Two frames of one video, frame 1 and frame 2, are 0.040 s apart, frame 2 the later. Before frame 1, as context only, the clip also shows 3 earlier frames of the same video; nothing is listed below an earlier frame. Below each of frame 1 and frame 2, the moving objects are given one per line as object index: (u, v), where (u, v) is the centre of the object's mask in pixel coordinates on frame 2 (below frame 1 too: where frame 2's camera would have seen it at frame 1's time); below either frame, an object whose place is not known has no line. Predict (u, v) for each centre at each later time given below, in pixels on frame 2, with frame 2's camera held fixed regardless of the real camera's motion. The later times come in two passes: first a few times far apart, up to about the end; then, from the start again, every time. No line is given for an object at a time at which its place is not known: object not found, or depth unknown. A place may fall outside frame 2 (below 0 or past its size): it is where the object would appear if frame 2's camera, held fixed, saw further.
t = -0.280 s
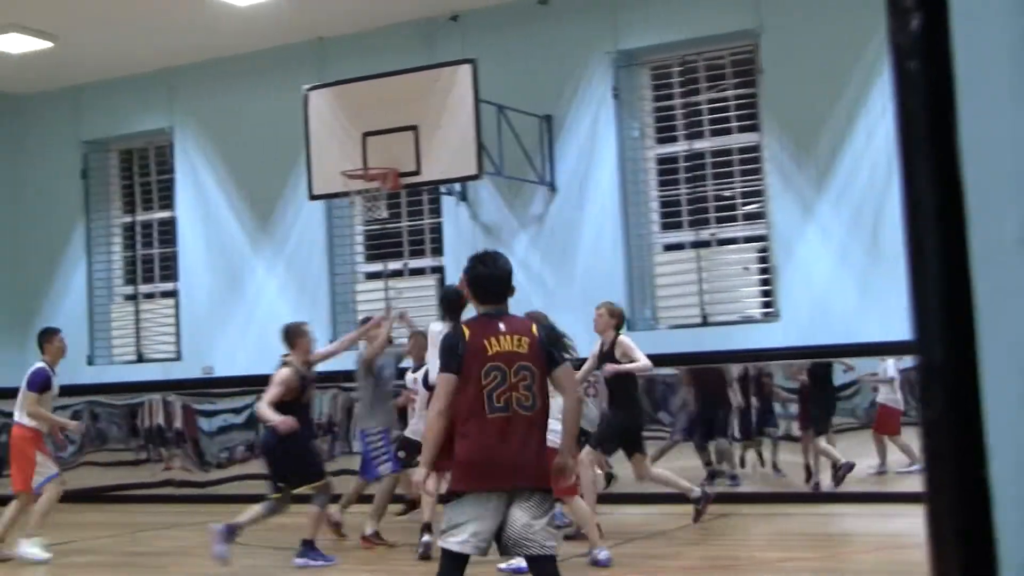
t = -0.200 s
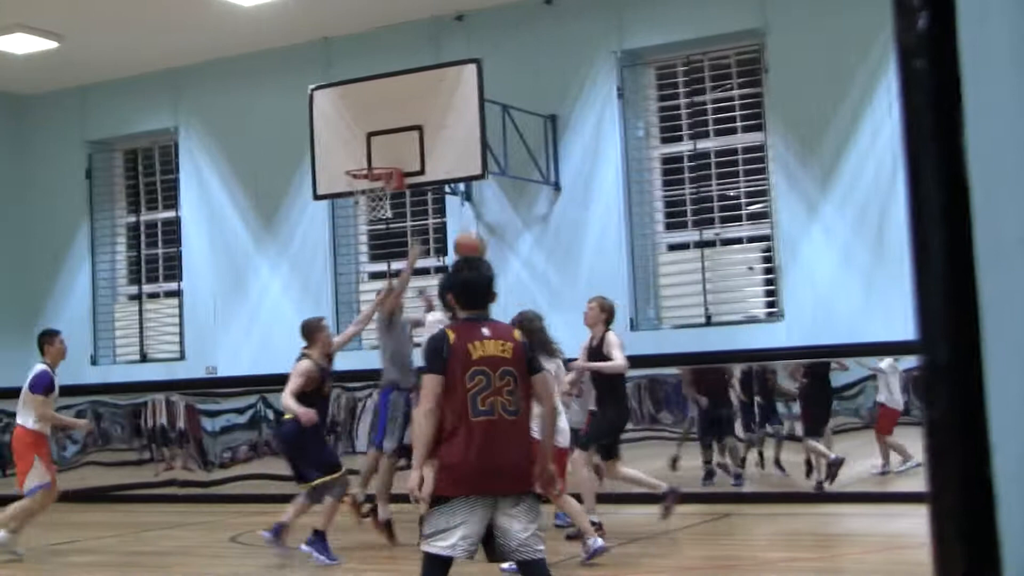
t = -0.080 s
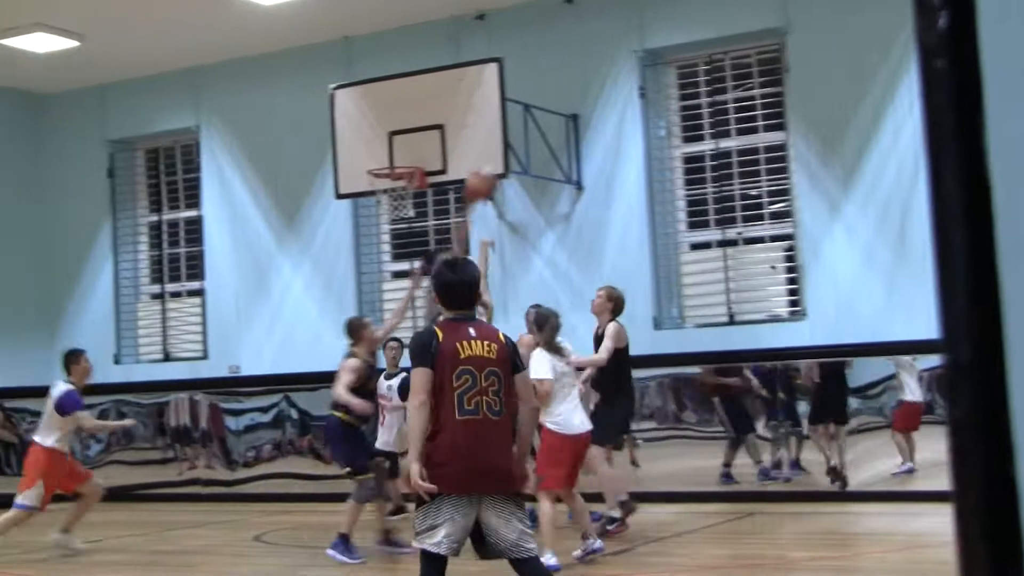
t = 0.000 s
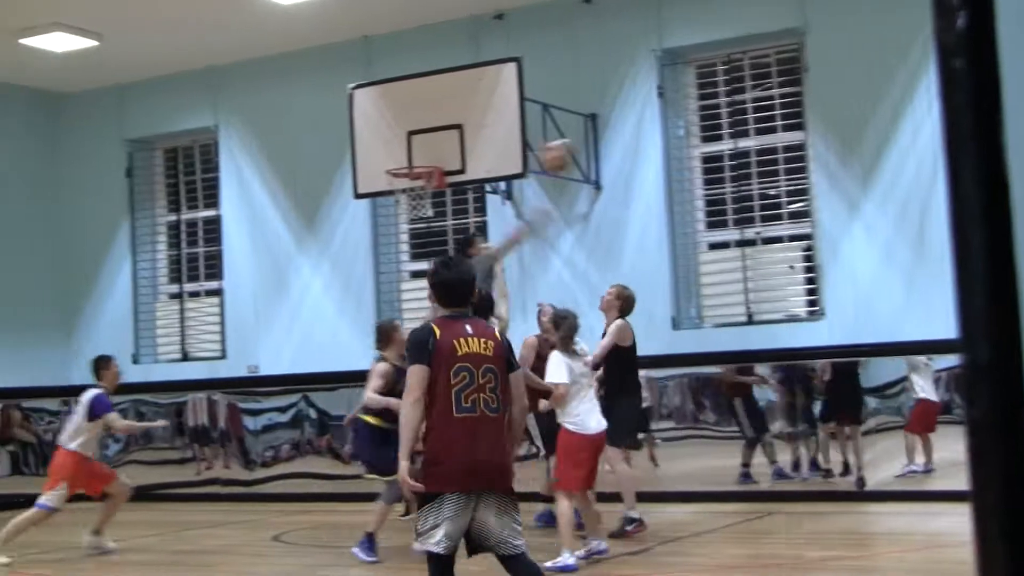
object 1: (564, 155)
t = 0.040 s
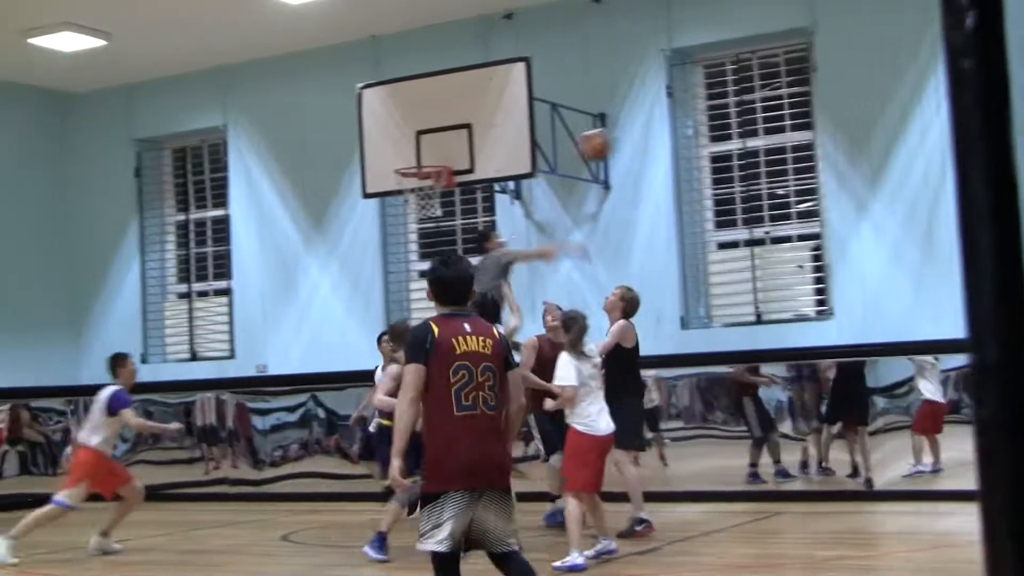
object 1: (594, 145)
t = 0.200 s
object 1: (724, 122)
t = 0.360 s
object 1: (864, 129)
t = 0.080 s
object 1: (628, 137)
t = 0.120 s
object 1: (658, 130)
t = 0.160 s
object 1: (692, 125)
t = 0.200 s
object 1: (724, 122)
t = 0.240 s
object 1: (758, 120)
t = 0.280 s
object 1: (795, 121)
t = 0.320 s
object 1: (828, 124)
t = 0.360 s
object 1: (864, 129)
